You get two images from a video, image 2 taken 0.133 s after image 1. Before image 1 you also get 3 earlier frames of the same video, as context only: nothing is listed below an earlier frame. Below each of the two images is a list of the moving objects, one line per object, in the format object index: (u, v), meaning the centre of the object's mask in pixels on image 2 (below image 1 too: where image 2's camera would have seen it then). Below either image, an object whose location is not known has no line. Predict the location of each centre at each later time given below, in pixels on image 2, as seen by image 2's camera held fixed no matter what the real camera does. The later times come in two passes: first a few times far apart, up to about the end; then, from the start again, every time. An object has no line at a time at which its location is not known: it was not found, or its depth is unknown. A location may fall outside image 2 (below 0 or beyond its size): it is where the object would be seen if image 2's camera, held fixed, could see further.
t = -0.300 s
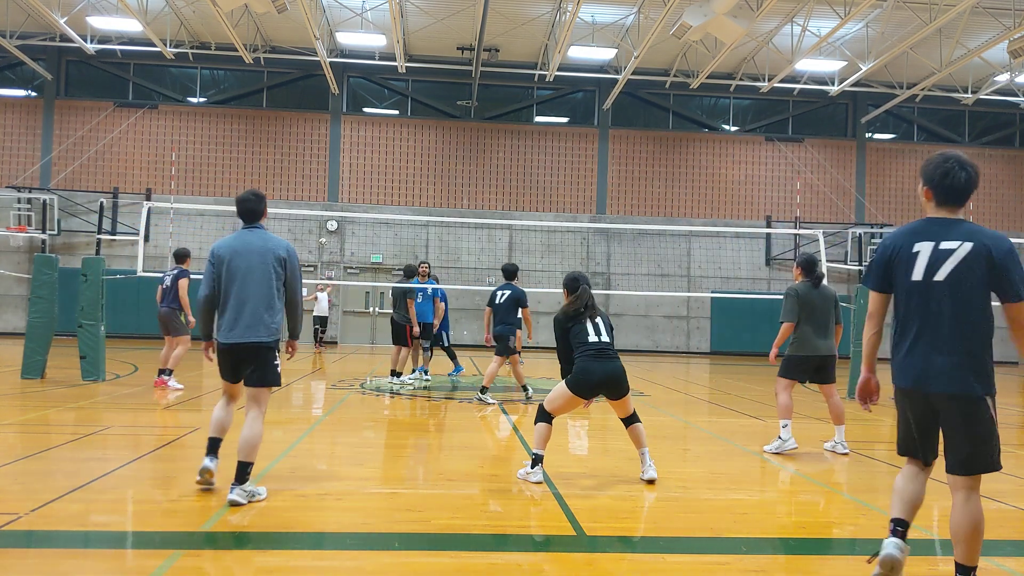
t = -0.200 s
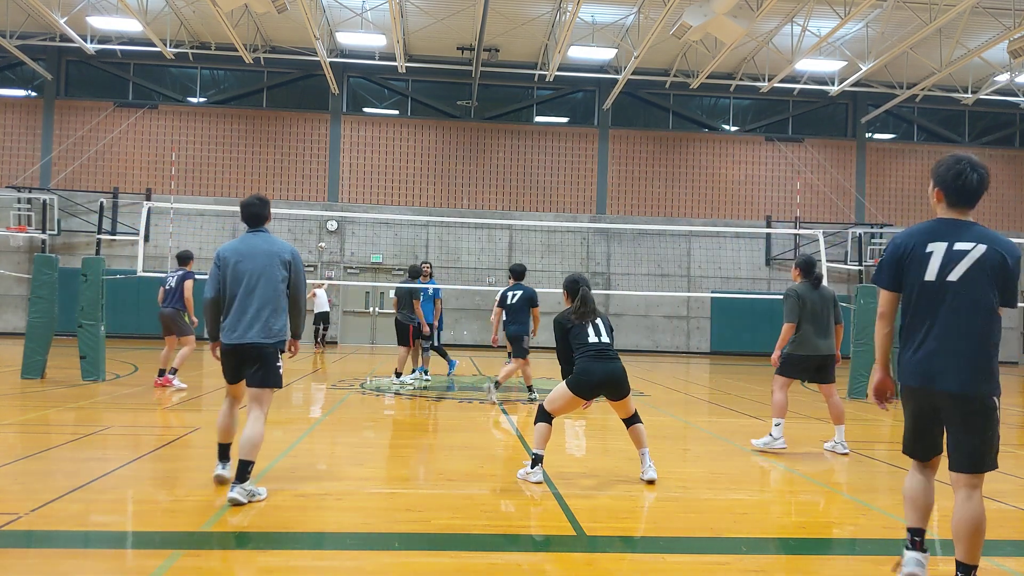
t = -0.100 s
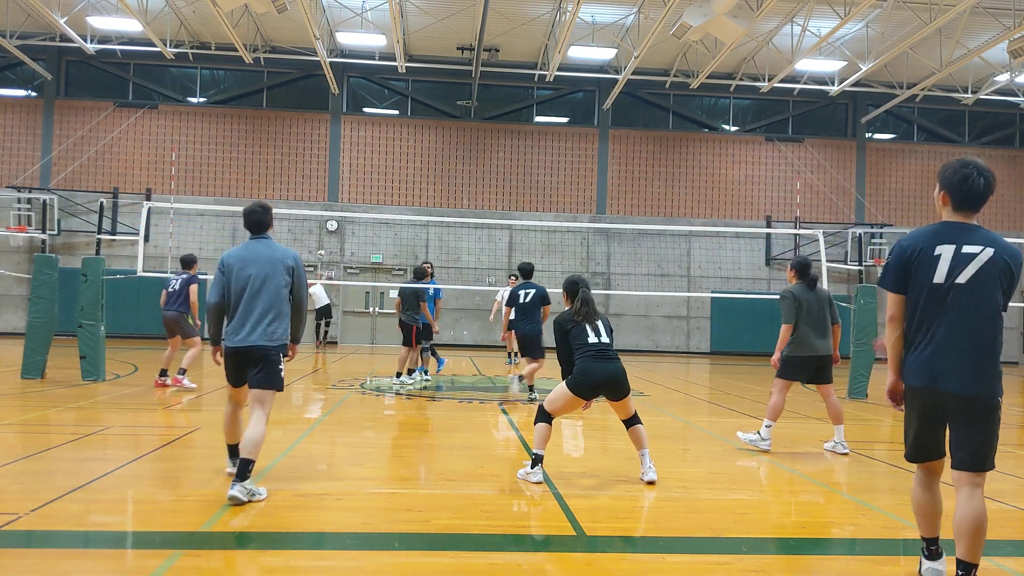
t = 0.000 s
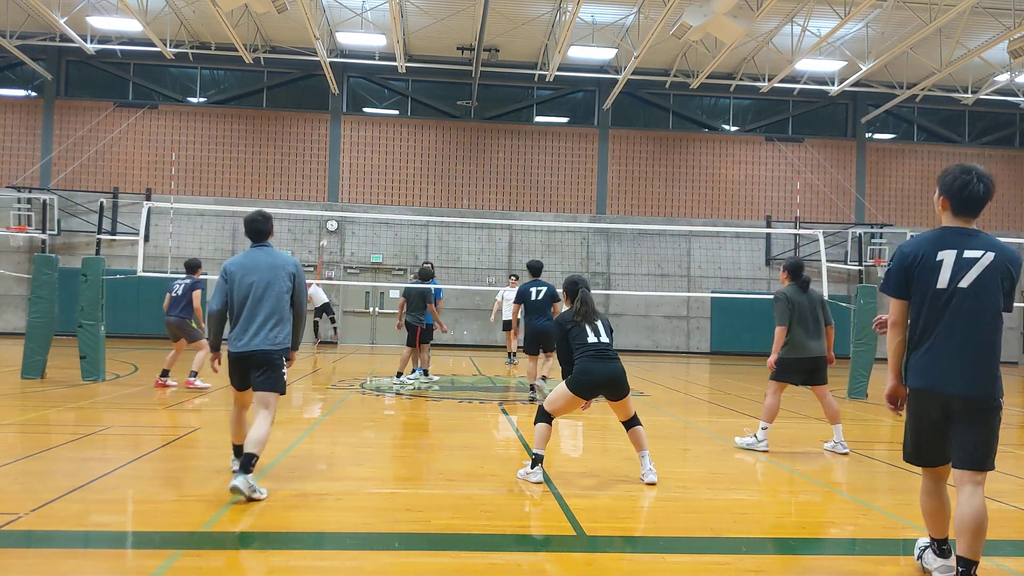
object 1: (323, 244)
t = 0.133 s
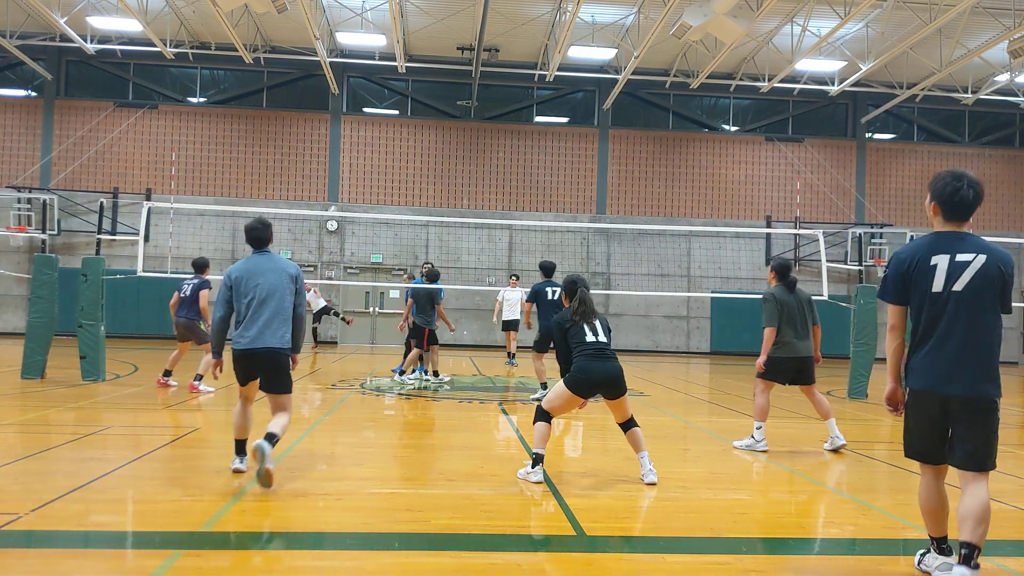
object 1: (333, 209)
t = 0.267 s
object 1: (342, 181)
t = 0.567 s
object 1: (372, 123)
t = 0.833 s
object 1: (407, 99)
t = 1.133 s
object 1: (479, 137)
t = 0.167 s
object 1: (335, 203)
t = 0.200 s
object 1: (337, 196)
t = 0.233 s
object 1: (339, 188)
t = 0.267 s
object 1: (342, 181)
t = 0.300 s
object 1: (345, 173)
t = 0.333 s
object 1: (348, 165)
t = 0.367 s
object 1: (352, 158)
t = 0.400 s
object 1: (354, 151)
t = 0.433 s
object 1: (358, 145)
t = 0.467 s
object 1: (361, 138)
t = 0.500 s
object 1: (365, 133)
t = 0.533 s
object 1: (368, 128)
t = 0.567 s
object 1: (372, 123)
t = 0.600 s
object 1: (375, 118)
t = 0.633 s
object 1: (379, 114)
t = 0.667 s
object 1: (383, 110)
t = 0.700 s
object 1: (387, 107)
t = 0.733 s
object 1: (391, 104)
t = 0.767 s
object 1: (396, 102)
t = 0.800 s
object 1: (401, 100)
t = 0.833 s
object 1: (407, 99)
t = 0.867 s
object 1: (414, 99)
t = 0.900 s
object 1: (420, 99)
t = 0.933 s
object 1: (427, 101)
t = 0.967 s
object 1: (435, 103)
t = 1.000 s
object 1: (443, 107)
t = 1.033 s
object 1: (451, 112)
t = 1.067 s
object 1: (460, 118)
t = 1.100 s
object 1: (469, 127)
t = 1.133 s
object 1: (479, 137)
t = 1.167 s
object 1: (490, 150)
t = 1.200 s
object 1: (502, 166)
